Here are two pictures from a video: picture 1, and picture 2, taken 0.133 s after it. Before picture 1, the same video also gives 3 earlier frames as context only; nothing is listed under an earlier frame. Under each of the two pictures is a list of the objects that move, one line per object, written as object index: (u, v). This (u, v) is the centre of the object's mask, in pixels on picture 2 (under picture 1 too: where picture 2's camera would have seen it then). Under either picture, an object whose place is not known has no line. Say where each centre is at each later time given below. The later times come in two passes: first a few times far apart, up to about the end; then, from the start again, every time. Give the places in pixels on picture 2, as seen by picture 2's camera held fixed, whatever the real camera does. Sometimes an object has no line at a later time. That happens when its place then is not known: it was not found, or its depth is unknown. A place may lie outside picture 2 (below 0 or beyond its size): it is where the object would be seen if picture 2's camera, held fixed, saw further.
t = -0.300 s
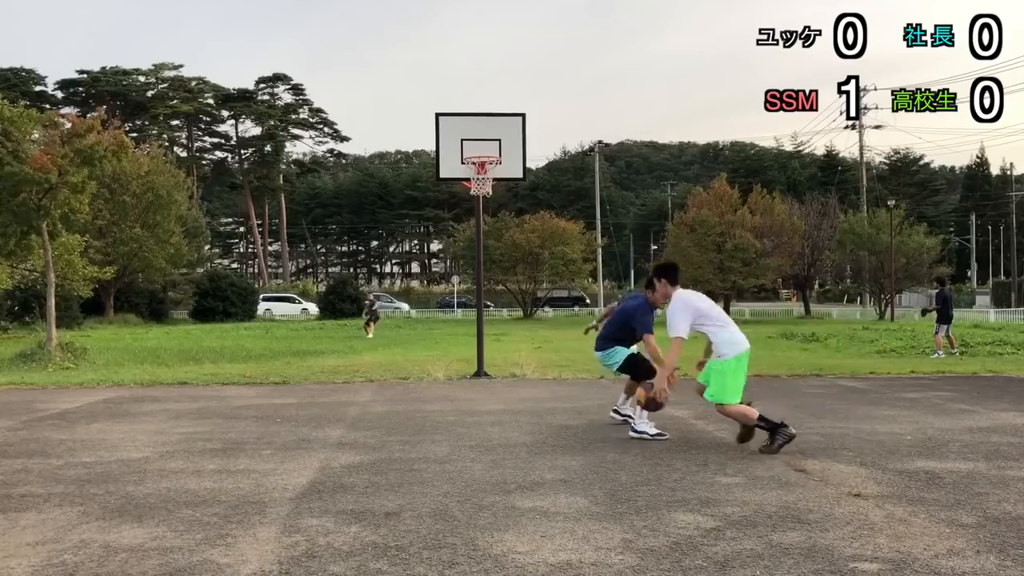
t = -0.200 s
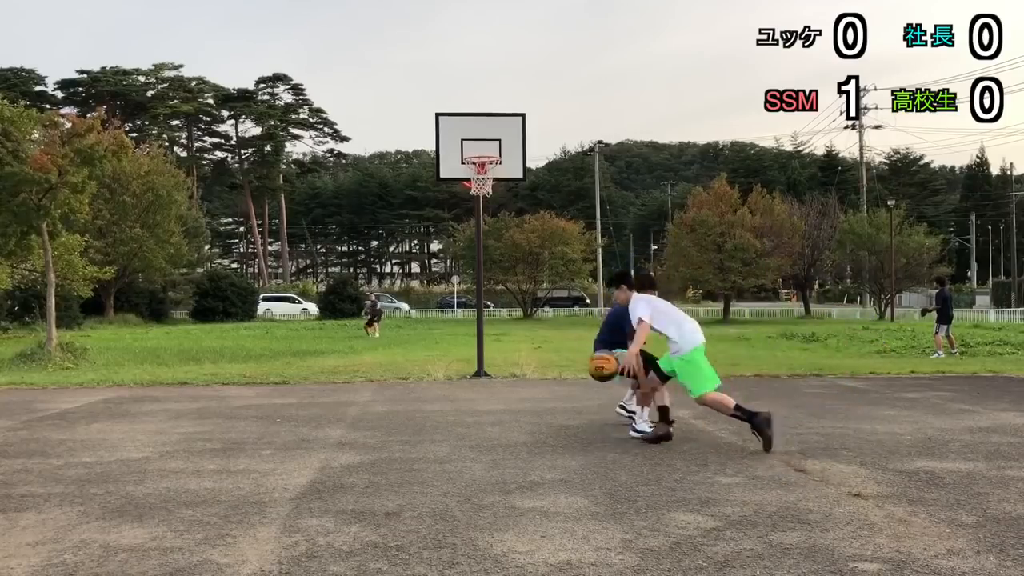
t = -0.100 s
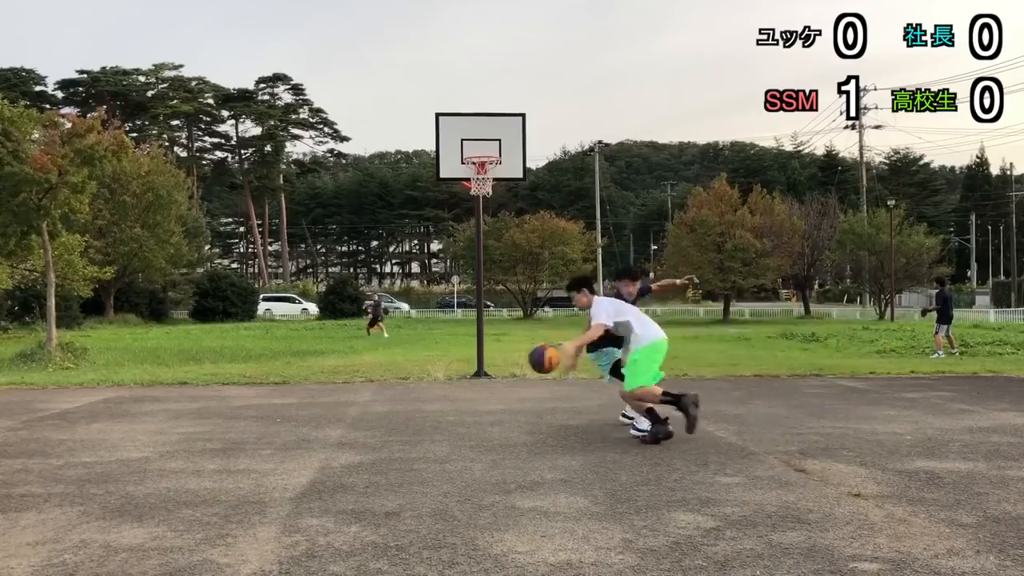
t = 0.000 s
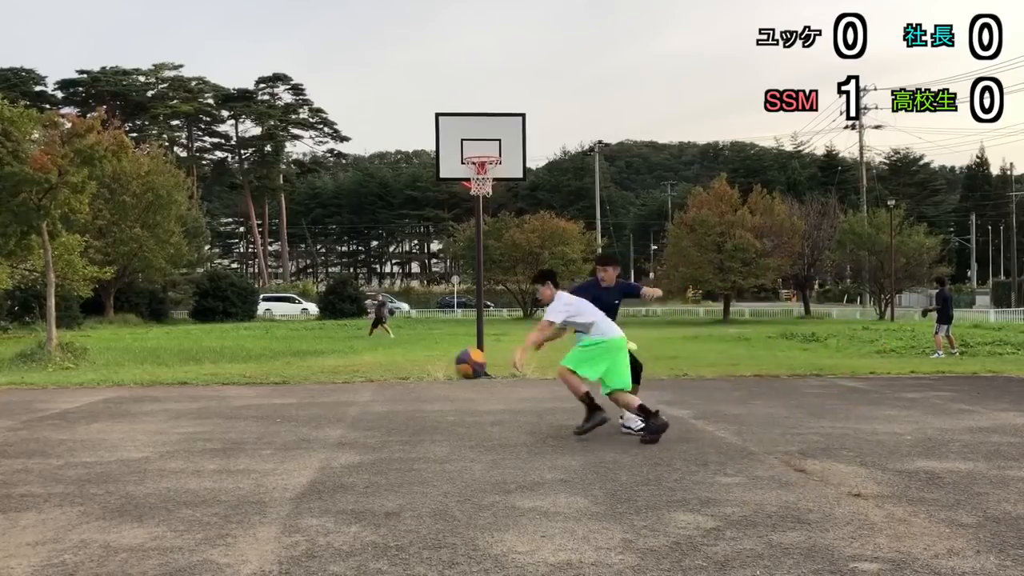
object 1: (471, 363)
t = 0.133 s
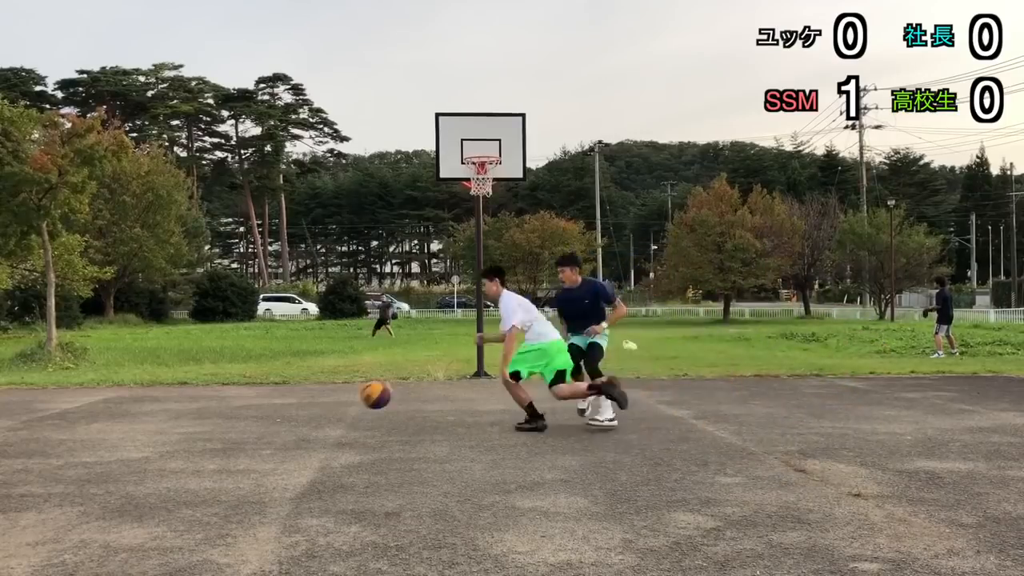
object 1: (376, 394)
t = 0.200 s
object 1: (330, 417)
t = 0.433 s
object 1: (221, 378)
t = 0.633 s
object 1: (137, 378)
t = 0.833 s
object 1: (56, 421)
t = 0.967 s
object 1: (8, 394)
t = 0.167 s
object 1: (353, 405)
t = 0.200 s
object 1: (330, 417)
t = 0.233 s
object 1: (310, 430)
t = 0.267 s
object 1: (295, 416)
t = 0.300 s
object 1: (280, 405)
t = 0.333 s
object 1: (265, 397)
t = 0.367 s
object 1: (251, 389)
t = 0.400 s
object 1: (234, 384)
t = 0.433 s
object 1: (221, 378)
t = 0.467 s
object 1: (207, 375)
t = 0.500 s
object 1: (192, 373)
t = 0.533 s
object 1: (179, 373)
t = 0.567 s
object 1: (164, 373)
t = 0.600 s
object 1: (150, 376)
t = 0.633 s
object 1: (137, 378)
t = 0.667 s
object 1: (123, 384)
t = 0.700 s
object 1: (110, 390)
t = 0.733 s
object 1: (96, 397)
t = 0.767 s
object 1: (81, 406)
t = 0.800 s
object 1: (69, 415)
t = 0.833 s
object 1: (56, 421)
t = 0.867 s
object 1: (42, 411)
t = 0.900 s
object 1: (29, 404)
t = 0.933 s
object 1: (15, 397)
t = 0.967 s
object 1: (8, 394)
